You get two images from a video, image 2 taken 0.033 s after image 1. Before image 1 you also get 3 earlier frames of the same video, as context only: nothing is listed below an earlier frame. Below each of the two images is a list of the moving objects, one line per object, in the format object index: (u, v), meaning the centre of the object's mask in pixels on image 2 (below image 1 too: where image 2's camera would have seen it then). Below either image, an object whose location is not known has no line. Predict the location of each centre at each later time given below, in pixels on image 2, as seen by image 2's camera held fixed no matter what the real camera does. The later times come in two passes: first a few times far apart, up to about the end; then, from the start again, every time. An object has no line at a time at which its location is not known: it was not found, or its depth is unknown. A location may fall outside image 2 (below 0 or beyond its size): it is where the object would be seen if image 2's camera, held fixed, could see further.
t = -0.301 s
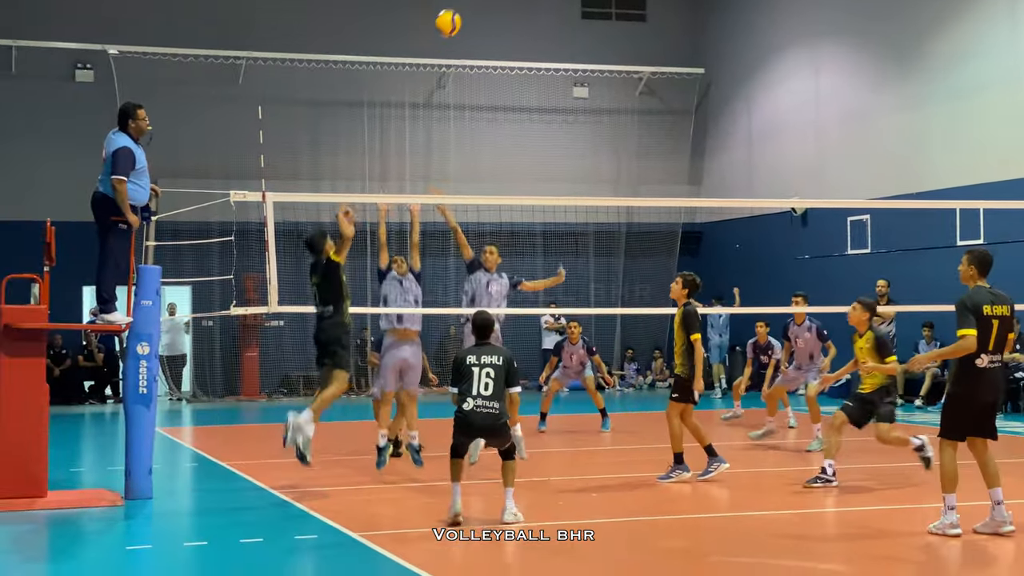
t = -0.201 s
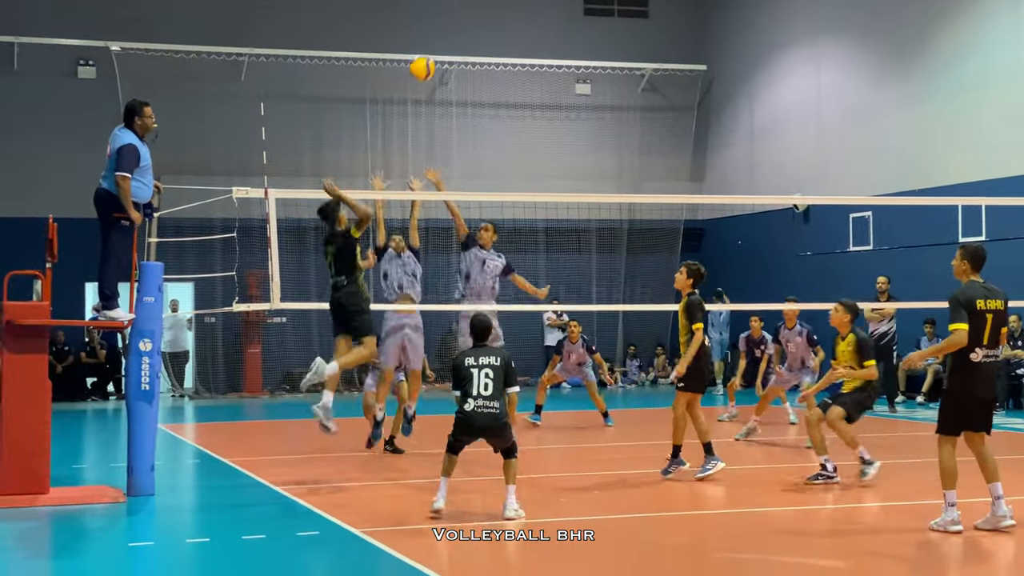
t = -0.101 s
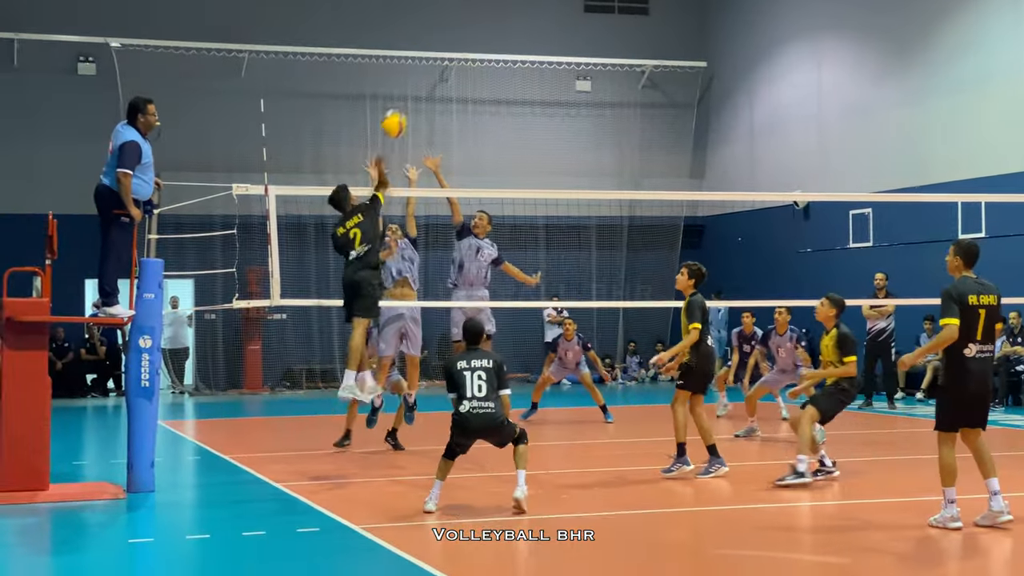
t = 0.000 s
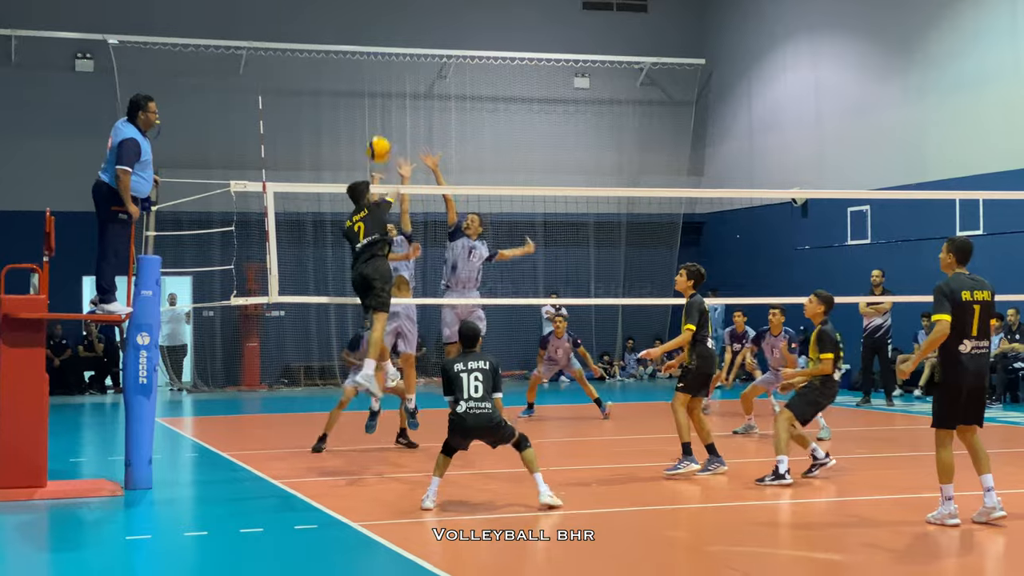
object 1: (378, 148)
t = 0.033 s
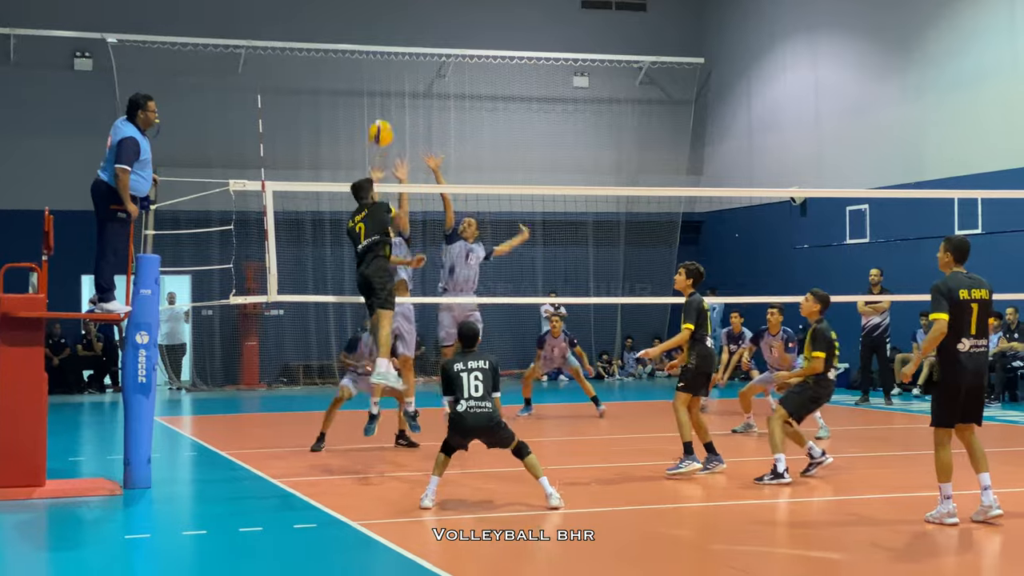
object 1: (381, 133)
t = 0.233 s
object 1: (400, 72)
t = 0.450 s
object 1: (419, 57)
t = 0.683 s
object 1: (440, 95)
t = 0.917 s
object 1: (460, 179)
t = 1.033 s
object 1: (469, 247)
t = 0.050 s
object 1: (383, 126)
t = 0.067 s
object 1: (384, 118)
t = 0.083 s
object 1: (386, 113)
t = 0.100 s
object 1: (387, 108)
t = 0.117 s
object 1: (389, 102)
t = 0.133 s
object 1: (390, 96)
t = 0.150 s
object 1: (392, 92)
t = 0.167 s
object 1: (394, 87)
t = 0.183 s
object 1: (395, 83)
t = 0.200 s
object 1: (397, 79)
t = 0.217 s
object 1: (399, 75)
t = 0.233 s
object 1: (400, 72)
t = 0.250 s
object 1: (402, 69)
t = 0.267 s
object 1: (403, 66)
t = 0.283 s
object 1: (404, 64)
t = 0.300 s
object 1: (406, 63)
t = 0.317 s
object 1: (407, 61)
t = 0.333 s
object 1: (409, 59)
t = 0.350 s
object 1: (410, 58)
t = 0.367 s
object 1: (412, 57)
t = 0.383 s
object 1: (414, 56)
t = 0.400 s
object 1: (415, 56)
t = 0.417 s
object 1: (417, 56)
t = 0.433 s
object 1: (418, 57)
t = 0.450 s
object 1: (419, 57)
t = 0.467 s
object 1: (421, 58)
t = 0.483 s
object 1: (422, 59)
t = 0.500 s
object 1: (424, 60)
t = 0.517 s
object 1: (425, 62)
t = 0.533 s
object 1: (427, 64)
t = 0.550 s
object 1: (428, 67)
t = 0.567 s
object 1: (430, 69)
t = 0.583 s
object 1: (431, 72)
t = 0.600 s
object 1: (433, 75)
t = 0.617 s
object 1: (435, 79)
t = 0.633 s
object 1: (436, 82)
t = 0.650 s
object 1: (437, 86)
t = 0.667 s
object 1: (439, 90)
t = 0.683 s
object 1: (440, 95)
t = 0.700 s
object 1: (441, 100)
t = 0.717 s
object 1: (443, 104)
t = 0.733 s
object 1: (444, 110)
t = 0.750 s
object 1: (446, 114)
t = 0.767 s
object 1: (447, 121)
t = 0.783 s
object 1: (448, 127)
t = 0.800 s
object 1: (450, 133)
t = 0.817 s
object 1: (451, 140)
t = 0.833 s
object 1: (453, 147)
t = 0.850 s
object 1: (454, 153)
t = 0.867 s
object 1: (455, 161)
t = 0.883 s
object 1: (456, 168)
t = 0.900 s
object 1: (458, 175)
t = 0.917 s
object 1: (460, 179)
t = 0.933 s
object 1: (460, 195)
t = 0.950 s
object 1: (462, 202)
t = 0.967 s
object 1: (463, 210)
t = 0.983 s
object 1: (465, 219)
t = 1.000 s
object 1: (466, 227)
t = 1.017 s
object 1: (468, 236)
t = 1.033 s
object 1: (469, 247)
